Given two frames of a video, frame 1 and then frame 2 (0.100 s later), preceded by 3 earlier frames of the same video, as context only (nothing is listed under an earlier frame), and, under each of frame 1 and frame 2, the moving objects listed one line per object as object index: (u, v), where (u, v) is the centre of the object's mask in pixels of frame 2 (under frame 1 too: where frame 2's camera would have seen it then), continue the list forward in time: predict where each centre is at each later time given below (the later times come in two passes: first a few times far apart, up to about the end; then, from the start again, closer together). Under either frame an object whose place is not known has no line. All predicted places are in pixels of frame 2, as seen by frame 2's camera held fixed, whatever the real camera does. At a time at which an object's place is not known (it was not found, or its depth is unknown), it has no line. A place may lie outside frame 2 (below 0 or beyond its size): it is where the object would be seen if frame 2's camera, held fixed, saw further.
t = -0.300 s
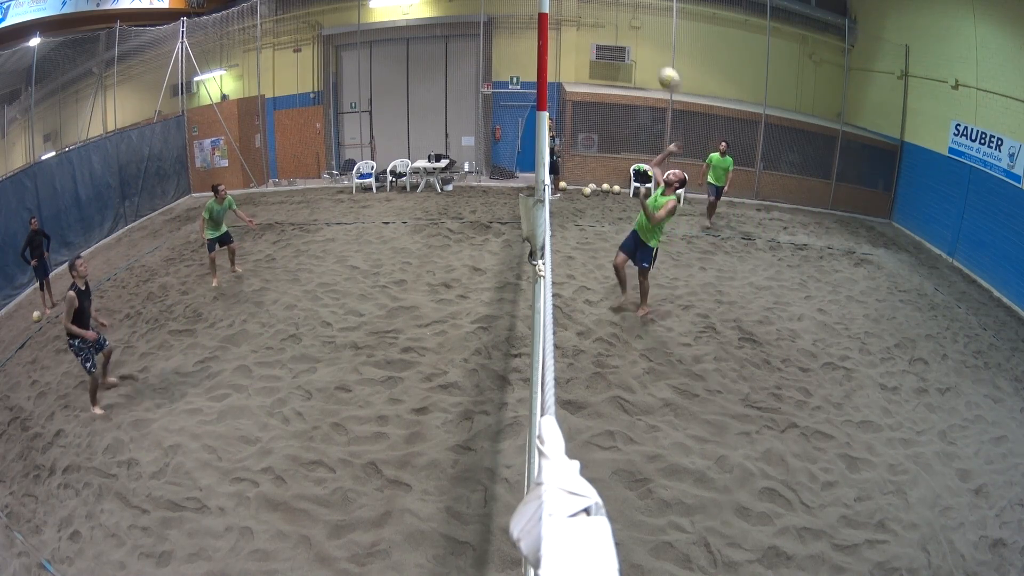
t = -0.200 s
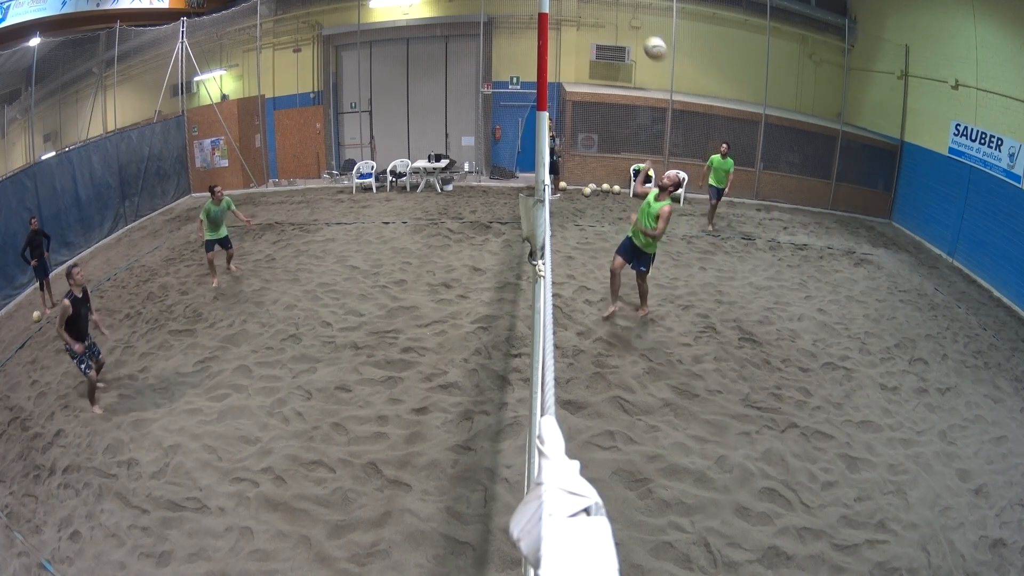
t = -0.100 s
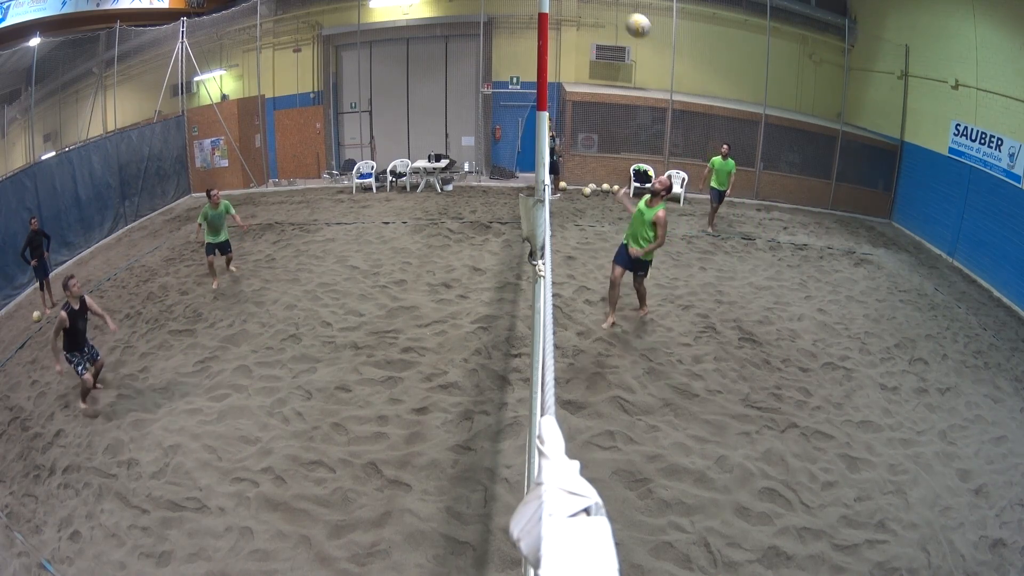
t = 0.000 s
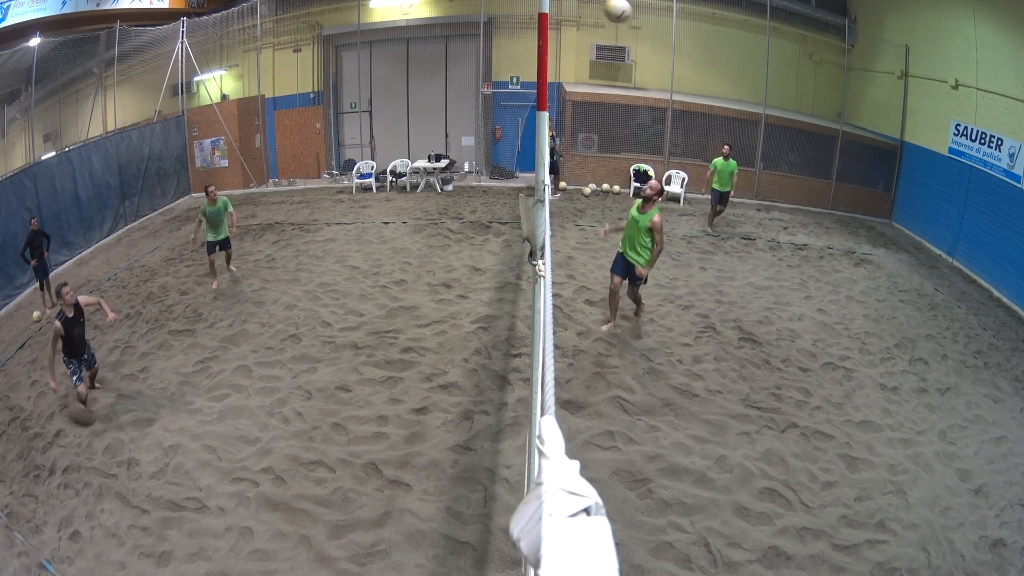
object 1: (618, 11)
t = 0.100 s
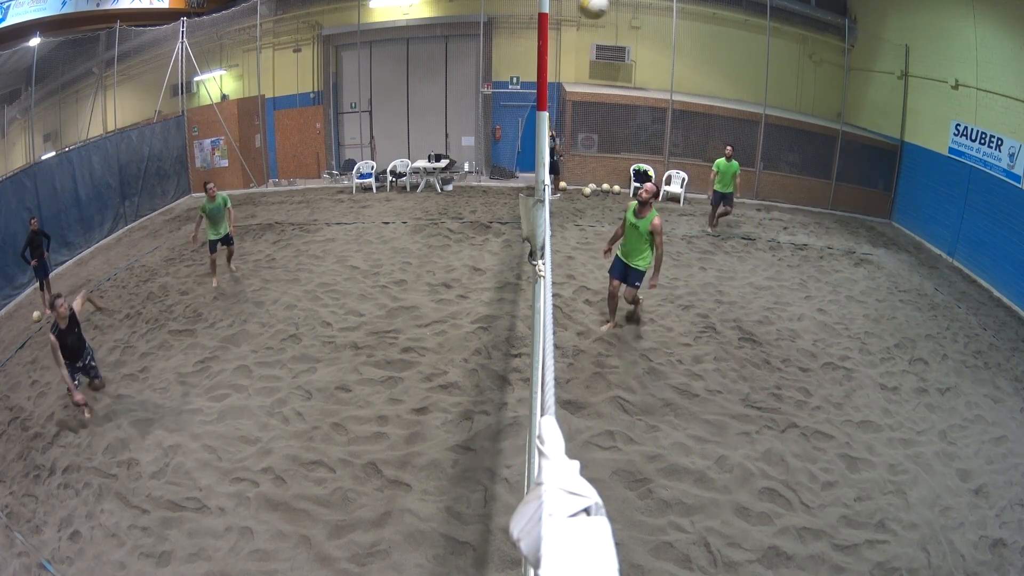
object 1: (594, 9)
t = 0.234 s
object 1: (559, 18)
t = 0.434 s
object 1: (471, 111)
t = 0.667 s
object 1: (365, 369)
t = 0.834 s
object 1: (330, 559)
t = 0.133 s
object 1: (585, 9)
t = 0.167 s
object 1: (574, 11)
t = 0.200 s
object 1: (565, 13)
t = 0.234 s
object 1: (559, 18)
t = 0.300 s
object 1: (525, 39)
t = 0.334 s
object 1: (516, 50)
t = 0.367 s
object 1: (502, 66)
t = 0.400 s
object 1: (486, 87)
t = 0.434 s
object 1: (471, 111)
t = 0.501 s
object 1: (439, 166)
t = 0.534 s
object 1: (421, 204)
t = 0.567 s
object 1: (405, 243)
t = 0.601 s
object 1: (391, 283)
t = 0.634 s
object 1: (377, 325)
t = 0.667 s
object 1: (365, 369)
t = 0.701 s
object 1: (354, 413)
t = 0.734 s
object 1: (346, 454)
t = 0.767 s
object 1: (340, 496)
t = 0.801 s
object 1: (337, 536)
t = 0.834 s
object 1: (330, 559)
